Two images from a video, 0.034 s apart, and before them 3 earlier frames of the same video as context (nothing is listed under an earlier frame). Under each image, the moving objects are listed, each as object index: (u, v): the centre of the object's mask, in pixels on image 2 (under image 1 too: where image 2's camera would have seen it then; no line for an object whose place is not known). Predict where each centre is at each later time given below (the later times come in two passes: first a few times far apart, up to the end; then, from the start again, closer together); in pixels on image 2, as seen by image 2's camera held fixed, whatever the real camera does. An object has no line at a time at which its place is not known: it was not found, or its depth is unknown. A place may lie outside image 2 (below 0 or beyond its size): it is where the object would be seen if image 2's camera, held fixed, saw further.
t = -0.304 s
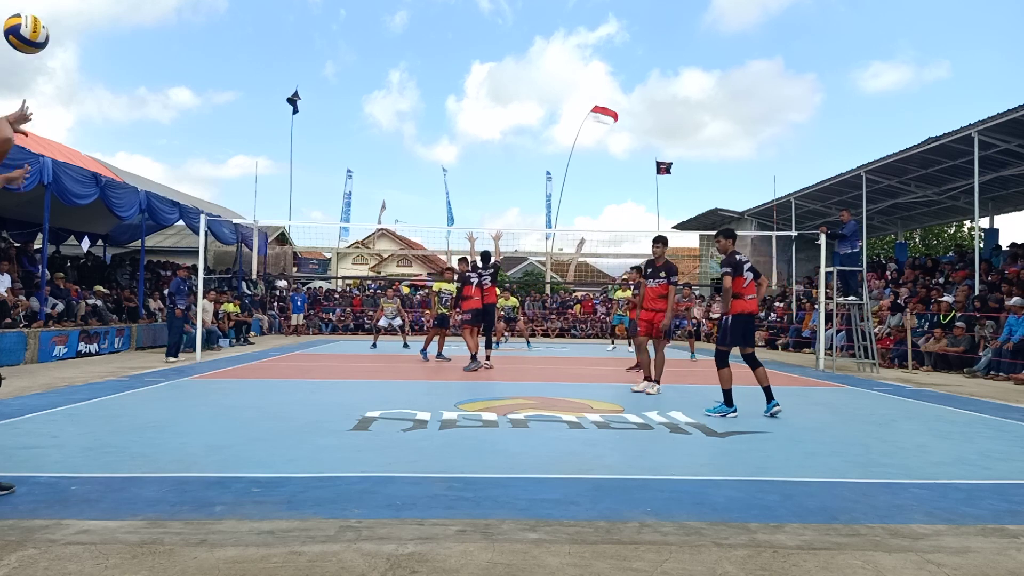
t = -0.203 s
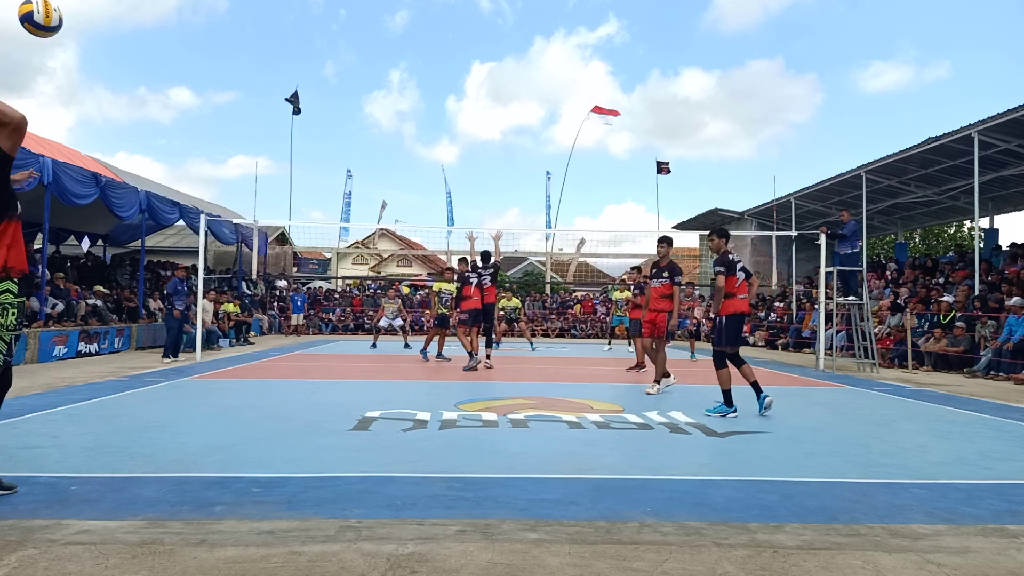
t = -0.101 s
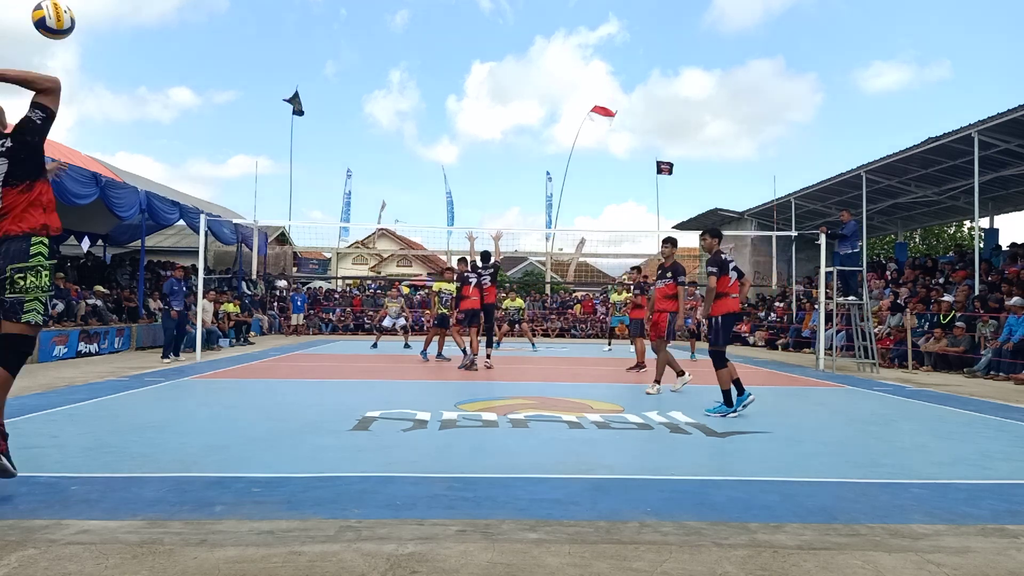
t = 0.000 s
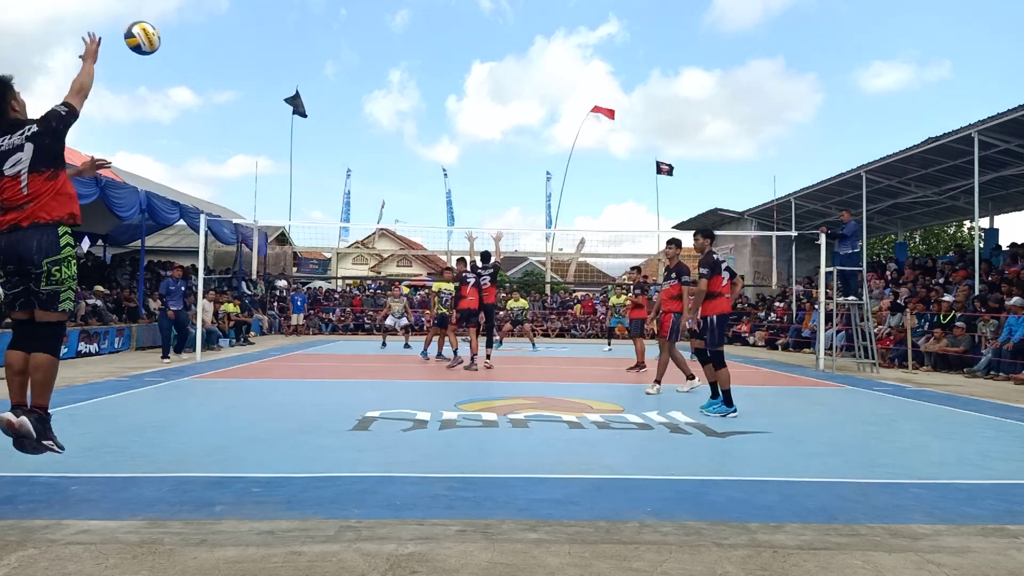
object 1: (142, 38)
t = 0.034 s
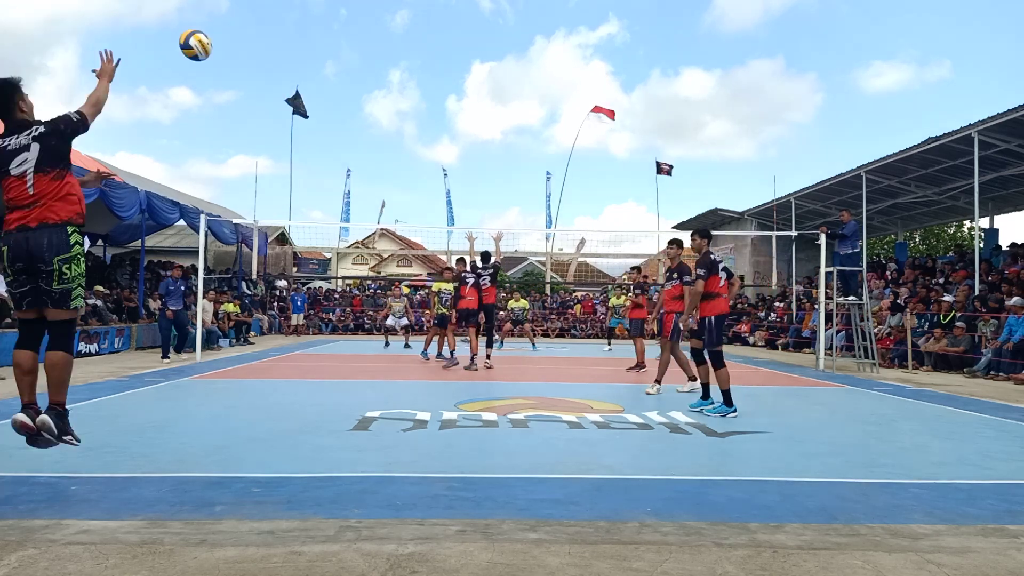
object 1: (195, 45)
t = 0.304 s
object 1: (422, 108)
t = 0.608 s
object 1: (519, 176)
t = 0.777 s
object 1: (552, 213)
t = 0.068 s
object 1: (240, 53)
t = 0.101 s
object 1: (279, 60)
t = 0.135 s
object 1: (311, 68)
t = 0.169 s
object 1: (339, 77)
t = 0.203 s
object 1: (364, 84)
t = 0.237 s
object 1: (385, 92)
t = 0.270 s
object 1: (404, 100)
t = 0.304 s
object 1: (422, 108)
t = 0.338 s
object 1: (437, 115)
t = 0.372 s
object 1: (451, 123)
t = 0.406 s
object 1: (463, 131)
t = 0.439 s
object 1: (474, 138)
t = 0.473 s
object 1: (484, 146)
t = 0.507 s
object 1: (494, 153)
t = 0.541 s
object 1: (503, 161)
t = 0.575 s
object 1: (511, 169)
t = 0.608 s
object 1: (519, 176)
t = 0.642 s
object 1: (526, 183)
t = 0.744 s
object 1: (546, 205)
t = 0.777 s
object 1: (552, 213)
